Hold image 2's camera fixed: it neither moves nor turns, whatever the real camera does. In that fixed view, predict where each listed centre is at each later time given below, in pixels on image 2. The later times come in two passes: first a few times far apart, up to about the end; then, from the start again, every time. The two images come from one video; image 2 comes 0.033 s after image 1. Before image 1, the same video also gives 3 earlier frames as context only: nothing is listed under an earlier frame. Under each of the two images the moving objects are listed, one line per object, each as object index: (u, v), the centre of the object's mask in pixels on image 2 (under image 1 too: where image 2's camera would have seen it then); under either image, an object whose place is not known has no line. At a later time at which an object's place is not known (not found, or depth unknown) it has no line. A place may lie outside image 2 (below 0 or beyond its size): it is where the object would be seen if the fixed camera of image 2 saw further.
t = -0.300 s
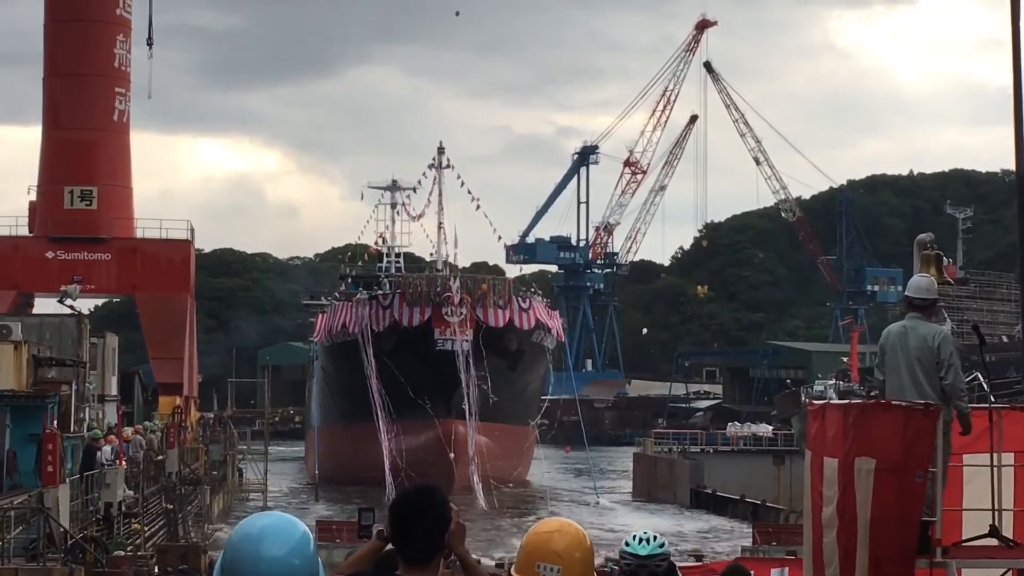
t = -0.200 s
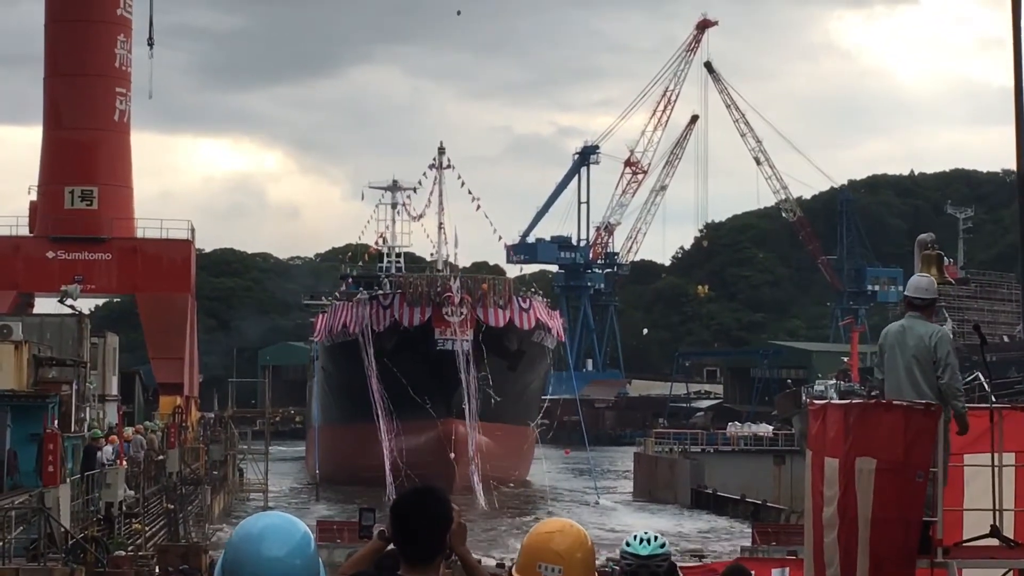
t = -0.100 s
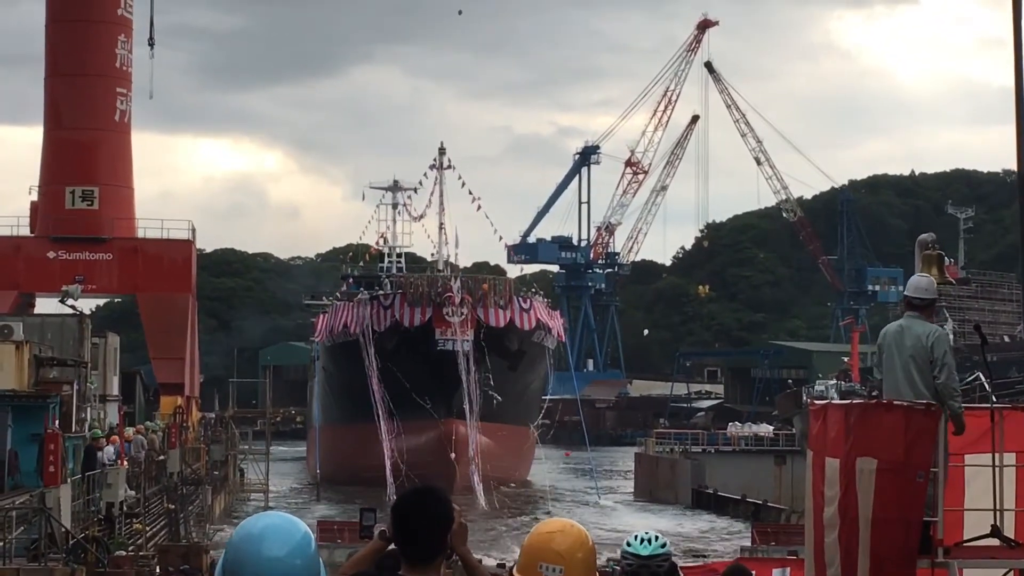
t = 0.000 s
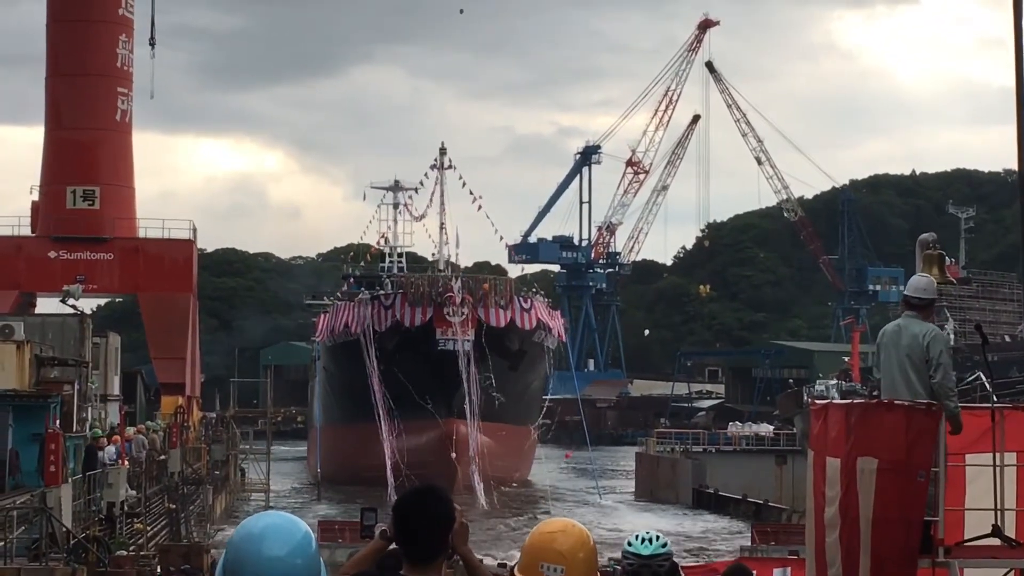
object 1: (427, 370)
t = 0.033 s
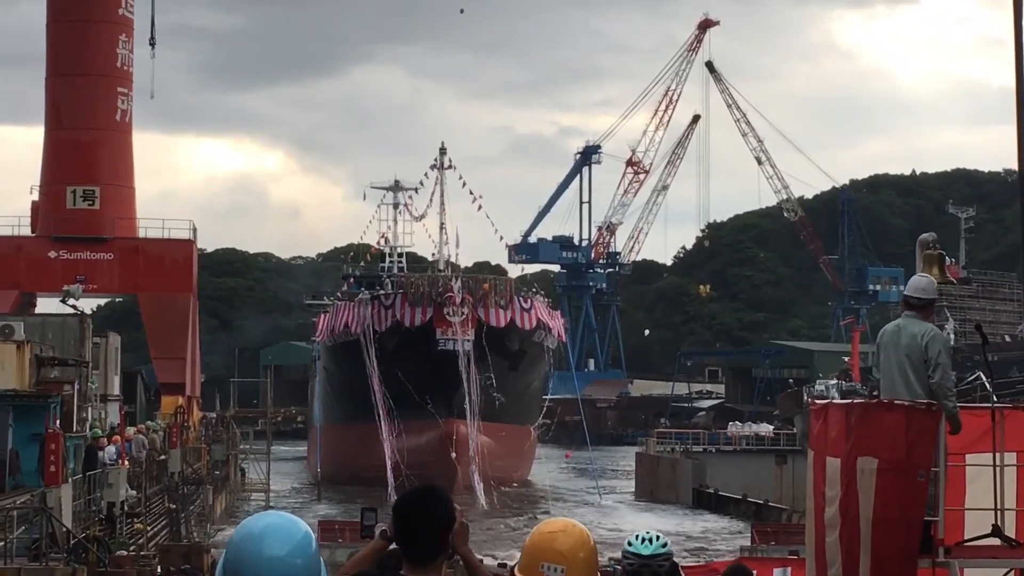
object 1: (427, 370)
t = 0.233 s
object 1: (427, 373)
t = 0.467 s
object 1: (427, 374)
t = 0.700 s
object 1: (427, 373)
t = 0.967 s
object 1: (426, 373)
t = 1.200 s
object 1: (426, 373)
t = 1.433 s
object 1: (426, 373)
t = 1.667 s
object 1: (425, 371)
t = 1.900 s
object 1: (425, 373)
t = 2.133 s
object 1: (424, 371)
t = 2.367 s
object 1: (424, 374)
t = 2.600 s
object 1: (424, 376)
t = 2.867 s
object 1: (424, 375)
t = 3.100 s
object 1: (423, 375)
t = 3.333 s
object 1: (423, 375)
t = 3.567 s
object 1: (423, 374)
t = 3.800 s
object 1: (423, 375)
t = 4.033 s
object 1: (423, 372)
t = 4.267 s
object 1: (422, 372)
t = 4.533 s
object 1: (422, 372)
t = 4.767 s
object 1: (422, 373)
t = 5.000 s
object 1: (421, 375)
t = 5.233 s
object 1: (421, 373)
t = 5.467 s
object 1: (420, 375)
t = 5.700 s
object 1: (420, 374)
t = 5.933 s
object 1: (420, 374)
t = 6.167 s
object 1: (420, 375)
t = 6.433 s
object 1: (419, 372)
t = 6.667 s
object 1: (419, 375)
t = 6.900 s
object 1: (419, 372)
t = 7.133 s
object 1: (418, 374)
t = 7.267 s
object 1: (418, 373)
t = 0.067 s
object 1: (427, 370)
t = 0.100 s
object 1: (427, 370)
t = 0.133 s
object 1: (428, 370)
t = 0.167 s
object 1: (427, 373)
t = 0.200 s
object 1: (427, 373)
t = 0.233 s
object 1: (427, 373)
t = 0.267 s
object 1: (428, 371)
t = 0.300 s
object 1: (427, 371)
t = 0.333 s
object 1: (427, 371)
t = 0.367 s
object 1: (427, 371)
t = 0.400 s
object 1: (427, 371)
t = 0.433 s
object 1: (427, 371)
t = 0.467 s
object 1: (427, 374)
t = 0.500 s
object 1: (427, 373)
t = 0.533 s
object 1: (427, 374)
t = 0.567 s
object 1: (427, 374)
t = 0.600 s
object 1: (427, 374)
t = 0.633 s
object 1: (427, 374)
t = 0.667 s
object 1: (427, 373)
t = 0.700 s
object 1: (427, 373)
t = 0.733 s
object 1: (427, 373)
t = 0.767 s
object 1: (427, 373)
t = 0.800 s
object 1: (427, 373)
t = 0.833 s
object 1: (426, 373)
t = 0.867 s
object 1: (426, 373)
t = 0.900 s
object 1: (426, 373)
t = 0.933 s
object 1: (426, 373)
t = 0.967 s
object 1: (426, 373)
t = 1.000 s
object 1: (426, 373)
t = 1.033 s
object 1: (426, 373)
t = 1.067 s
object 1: (426, 371)
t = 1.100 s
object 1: (426, 373)
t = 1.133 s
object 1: (426, 373)
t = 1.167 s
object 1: (426, 373)
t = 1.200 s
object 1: (426, 373)
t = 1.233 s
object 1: (426, 374)
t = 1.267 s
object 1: (426, 374)
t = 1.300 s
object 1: (426, 373)
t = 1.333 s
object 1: (426, 374)
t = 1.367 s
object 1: (426, 374)
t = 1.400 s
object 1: (426, 374)
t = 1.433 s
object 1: (426, 373)
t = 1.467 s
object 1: (426, 371)
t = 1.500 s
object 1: (425, 373)
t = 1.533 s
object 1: (426, 371)
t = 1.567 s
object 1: (425, 373)
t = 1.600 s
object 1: (425, 373)
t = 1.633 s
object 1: (425, 373)
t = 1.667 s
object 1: (425, 371)
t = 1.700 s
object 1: (425, 373)
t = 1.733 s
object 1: (425, 371)
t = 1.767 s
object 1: (425, 373)
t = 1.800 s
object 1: (425, 371)
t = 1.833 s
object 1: (425, 371)
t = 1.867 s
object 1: (425, 370)
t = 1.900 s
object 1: (425, 373)
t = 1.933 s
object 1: (424, 373)
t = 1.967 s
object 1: (425, 371)
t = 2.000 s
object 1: (425, 370)
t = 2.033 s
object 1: (425, 370)
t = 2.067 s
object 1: (425, 371)
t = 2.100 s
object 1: (424, 371)
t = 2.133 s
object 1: (424, 371)
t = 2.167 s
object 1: (424, 374)
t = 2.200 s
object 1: (424, 374)
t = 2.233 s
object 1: (424, 374)
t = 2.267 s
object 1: (424, 374)
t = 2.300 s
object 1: (424, 375)
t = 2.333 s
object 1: (424, 374)
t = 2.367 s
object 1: (424, 374)
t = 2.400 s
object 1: (424, 374)
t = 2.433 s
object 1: (424, 374)
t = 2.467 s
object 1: (424, 374)
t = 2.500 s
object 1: (424, 375)
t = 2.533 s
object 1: (424, 375)
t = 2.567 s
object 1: (424, 375)
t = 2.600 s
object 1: (424, 376)
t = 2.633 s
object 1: (424, 377)
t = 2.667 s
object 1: (424, 374)
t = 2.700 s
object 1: (424, 374)
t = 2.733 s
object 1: (424, 373)
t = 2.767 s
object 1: (424, 374)
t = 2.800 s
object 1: (424, 374)
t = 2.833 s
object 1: (424, 374)
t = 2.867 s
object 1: (424, 375)
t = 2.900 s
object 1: (424, 375)
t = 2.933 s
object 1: (424, 376)
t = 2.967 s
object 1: (423, 374)
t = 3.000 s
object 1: (423, 374)
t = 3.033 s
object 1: (423, 372)
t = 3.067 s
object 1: (423, 375)
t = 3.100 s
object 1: (423, 375)
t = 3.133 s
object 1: (423, 375)
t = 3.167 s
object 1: (423, 374)
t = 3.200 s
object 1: (423, 374)
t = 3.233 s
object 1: (423, 375)
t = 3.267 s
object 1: (423, 375)
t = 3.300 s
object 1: (423, 375)
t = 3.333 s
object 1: (423, 375)
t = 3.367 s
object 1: (423, 375)
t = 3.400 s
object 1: (423, 375)
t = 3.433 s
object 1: (423, 374)
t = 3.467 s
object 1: (423, 374)
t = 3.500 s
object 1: (423, 375)
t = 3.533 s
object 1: (423, 375)
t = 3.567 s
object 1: (423, 374)
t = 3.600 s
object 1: (423, 375)
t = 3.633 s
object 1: (423, 373)
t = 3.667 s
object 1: (423, 375)
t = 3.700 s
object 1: (423, 375)
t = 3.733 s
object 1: (423, 375)
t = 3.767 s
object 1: (423, 373)
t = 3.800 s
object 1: (423, 375)
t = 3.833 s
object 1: (423, 375)
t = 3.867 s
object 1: (423, 375)
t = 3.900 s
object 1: (423, 375)
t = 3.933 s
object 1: (423, 373)
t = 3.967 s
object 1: (423, 373)
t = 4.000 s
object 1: (423, 372)
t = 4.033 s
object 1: (423, 372)
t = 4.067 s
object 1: (423, 372)
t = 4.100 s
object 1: (423, 372)
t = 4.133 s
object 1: (422, 372)
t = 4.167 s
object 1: (423, 372)
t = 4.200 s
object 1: (422, 372)
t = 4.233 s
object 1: (423, 372)
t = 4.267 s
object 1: (422, 372)
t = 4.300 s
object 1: (422, 372)
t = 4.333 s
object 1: (422, 372)
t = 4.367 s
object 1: (422, 372)
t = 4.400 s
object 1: (422, 372)
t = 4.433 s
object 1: (422, 372)
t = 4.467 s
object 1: (422, 372)
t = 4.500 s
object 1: (422, 372)
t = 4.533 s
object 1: (422, 372)
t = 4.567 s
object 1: (422, 372)
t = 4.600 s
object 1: (422, 372)
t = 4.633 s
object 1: (422, 372)
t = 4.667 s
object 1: (422, 372)
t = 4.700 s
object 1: (422, 372)
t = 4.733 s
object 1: (422, 372)
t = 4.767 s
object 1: (422, 373)
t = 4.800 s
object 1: (422, 373)
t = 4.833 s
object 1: (422, 373)
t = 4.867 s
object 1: (422, 373)
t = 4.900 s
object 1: (421, 375)
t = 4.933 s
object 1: (421, 375)
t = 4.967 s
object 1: (421, 375)
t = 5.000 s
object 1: (421, 375)
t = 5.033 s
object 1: (421, 375)
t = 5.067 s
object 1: (421, 375)
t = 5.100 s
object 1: (421, 373)
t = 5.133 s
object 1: (421, 373)
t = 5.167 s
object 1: (421, 373)
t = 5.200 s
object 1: (421, 373)
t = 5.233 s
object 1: (421, 373)
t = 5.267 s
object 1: (421, 373)
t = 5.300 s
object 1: (421, 373)
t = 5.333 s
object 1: (421, 373)
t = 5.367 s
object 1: (421, 375)
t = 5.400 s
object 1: (421, 377)
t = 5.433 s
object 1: (421, 377)
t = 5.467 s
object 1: (420, 375)
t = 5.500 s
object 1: (420, 376)
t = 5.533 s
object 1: (420, 376)
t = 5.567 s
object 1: (420, 376)
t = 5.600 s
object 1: (420, 376)
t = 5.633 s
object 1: (420, 373)
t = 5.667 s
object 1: (420, 374)
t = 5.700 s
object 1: (420, 374)
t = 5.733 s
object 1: (420, 374)
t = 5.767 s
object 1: (420, 374)
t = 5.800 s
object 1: (420, 374)
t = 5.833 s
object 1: (420, 374)
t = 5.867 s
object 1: (420, 374)
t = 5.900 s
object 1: (420, 374)
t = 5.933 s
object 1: (420, 374)
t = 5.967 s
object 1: (420, 374)
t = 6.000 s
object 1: (420, 374)
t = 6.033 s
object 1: (420, 374)
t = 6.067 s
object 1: (419, 373)
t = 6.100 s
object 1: (420, 375)
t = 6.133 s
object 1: (420, 375)
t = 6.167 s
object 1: (420, 375)
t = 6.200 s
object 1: (420, 375)
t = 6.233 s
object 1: (419, 374)
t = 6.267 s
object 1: (420, 374)
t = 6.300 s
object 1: (419, 374)
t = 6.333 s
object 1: (419, 374)
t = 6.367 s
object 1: (419, 374)
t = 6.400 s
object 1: (419, 374)
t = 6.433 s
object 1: (419, 372)
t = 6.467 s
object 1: (419, 372)
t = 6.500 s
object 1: (419, 372)
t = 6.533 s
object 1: (419, 372)
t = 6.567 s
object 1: (419, 372)
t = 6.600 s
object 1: (419, 372)
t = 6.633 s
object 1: (419, 372)
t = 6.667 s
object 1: (419, 375)
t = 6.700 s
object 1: (419, 372)
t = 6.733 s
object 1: (419, 372)
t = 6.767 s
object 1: (419, 372)
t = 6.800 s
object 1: (419, 372)
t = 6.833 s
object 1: (419, 372)
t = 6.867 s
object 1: (419, 372)
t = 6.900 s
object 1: (419, 372)
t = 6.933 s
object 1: (418, 373)
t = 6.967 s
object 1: (418, 373)
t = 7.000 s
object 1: (418, 376)
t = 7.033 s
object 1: (418, 376)
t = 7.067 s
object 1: (418, 375)
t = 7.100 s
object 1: (418, 374)
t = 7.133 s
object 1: (418, 374)
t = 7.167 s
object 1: (418, 374)
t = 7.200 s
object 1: (418, 374)
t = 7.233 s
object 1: (418, 374)
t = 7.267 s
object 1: (418, 373)
